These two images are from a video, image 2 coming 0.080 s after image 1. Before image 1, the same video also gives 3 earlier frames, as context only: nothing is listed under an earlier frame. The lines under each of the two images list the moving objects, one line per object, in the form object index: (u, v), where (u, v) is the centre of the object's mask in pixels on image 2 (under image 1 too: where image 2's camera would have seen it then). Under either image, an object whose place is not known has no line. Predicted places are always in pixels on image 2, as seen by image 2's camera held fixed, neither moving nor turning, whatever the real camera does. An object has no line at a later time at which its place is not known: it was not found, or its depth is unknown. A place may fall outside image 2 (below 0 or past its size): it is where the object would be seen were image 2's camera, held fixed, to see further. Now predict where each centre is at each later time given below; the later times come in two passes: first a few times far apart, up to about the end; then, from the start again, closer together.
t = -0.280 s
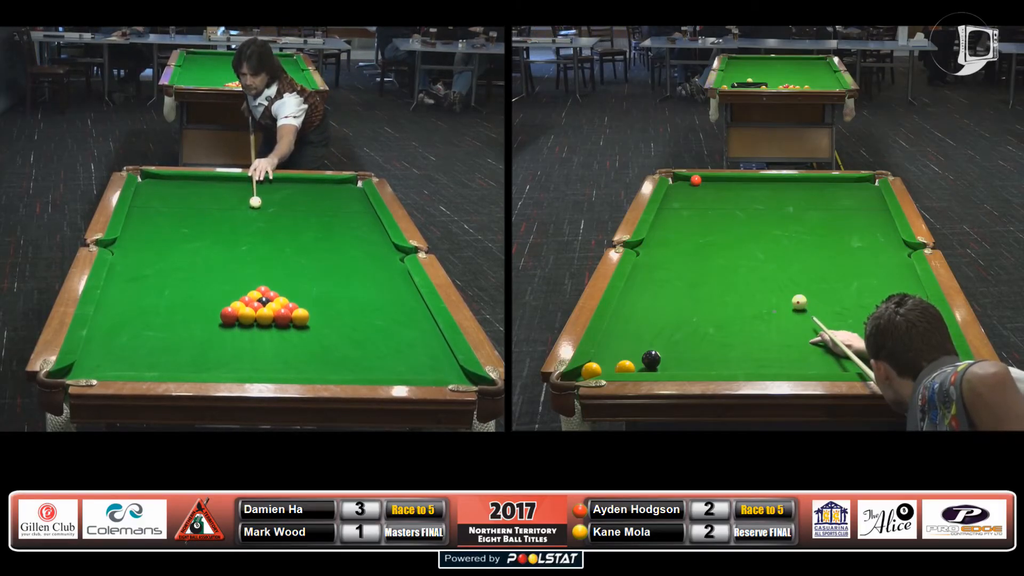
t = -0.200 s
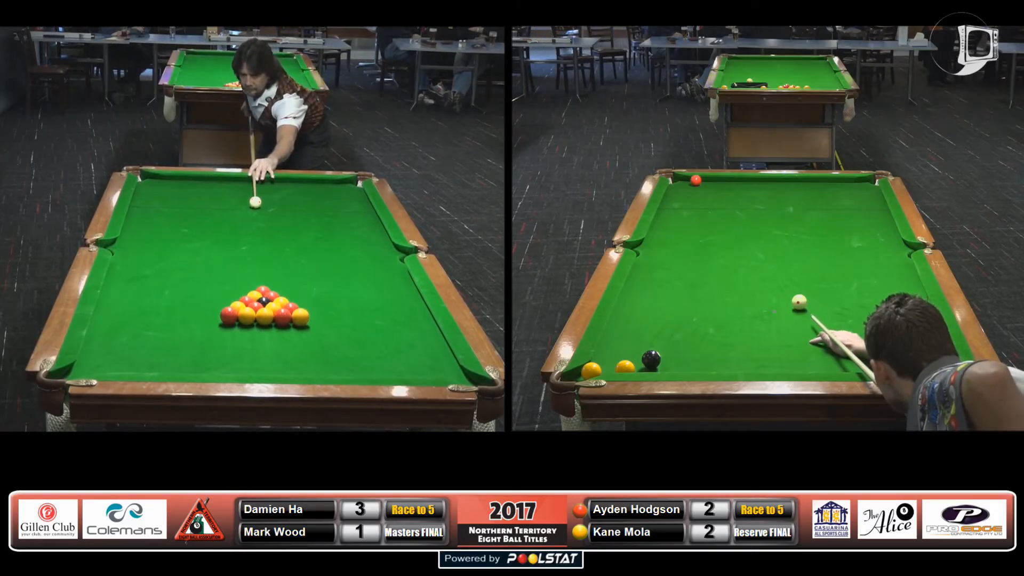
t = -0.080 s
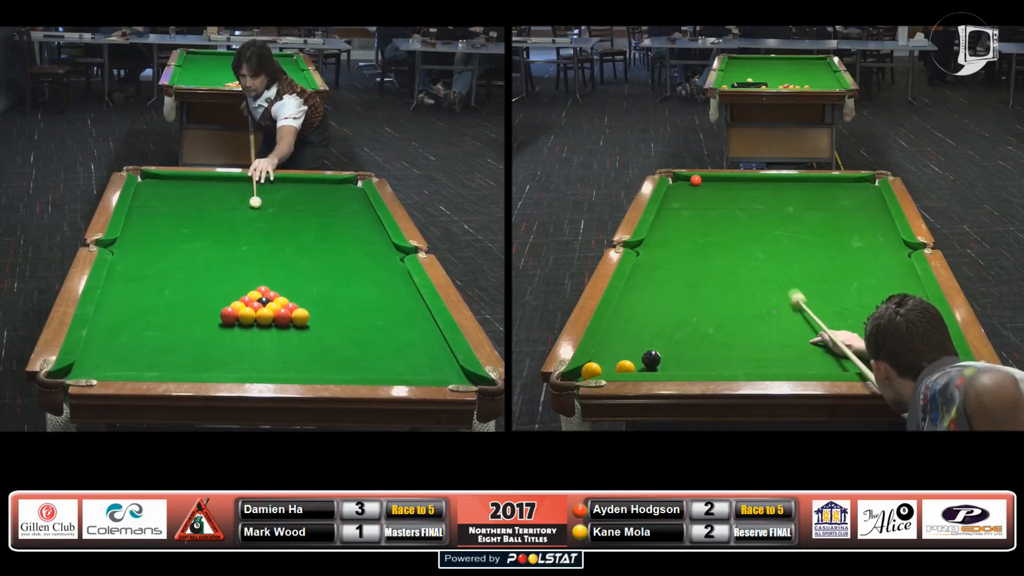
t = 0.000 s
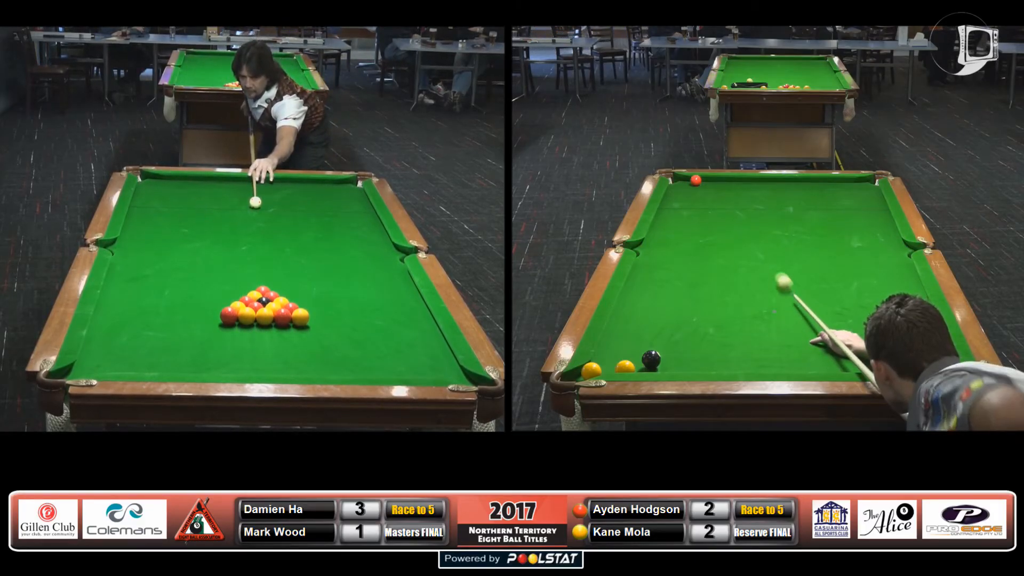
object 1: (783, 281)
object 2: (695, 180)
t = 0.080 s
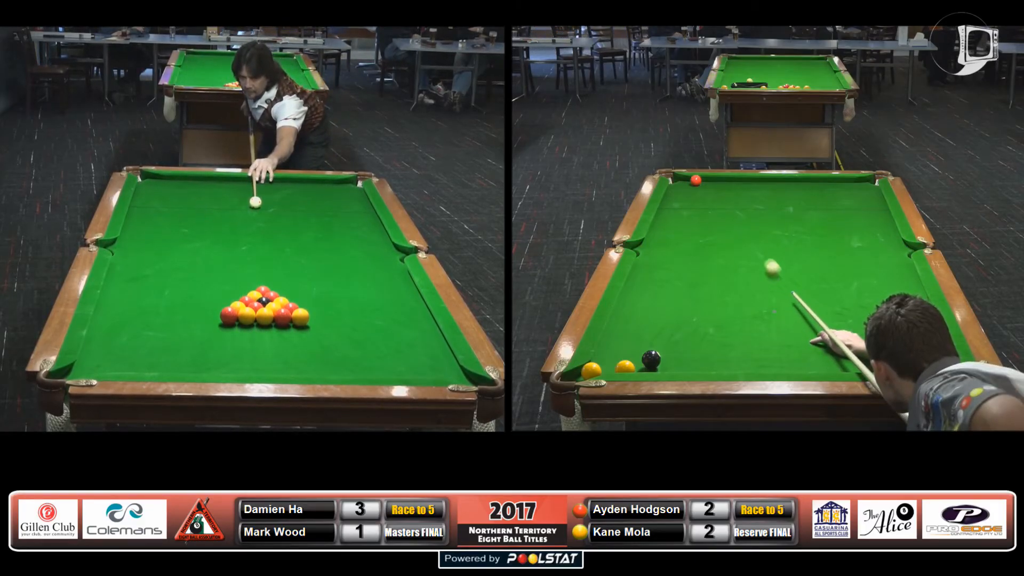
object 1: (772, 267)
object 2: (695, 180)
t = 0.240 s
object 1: (754, 244)
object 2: (695, 180)
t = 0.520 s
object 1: (728, 212)
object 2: (695, 180)
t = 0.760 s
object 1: (710, 190)
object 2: (695, 180)
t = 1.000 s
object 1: (716, 181)
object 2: (678, 178)
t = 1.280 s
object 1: (730, 187)
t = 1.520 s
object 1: (740, 193)
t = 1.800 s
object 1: (752, 199)
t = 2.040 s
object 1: (762, 205)
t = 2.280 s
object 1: (772, 210)
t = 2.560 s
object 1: (783, 216)
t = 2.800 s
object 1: (792, 220)
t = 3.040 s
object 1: (800, 225)
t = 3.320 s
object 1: (808, 229)
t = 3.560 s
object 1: (815, 233)
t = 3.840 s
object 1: (822, 237)
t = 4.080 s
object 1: (827, 239)
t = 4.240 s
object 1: (830, 241)
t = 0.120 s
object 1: (767, 260)
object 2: (695, 180)
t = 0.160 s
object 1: (763, 255)
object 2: (695, 180)
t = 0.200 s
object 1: (758, 249)
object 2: (695, 180)
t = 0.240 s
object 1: (754, 244)
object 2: (695, 180)
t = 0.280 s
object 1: (750, 239)
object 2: (695, 180)
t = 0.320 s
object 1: (746, 234)
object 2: (695, 180)
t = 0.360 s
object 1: (742, 229)
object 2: (695, 180)
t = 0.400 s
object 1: (739, 225)
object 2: (695, 180)
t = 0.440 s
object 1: (735, 220)
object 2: (695, 180)
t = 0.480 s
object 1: (732, 216)
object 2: (695, 180)
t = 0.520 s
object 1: (728, 212)
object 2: (695, 180)
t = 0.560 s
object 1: (725, 208)
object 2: (695, 180)
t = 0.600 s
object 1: (722, 204)
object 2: (695, 180)
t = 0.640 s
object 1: (719, 200)
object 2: (695, 180)
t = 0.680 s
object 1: (716, 197)
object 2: (695, 180)
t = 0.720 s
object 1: (713, 193)
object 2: (695, 180)
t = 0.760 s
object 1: (710, 190)
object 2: (695, 180)
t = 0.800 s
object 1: (708, 186)
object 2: (695, 180)
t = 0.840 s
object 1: (705, 184)
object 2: (695, 180)
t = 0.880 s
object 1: (707, 181)
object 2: (693, 180)
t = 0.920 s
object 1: (711, 179)
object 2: (687, 179)
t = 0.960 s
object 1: (714, 179)
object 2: (682, 178)
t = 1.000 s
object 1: (716, 181)
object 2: (678, 178)
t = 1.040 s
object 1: (718, 182)
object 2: (674, 178)
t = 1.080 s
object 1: (720, 183)
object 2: (671, 178)
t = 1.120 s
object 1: (722, 184)
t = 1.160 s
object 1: (724, 185)
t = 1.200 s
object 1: (726, 186)
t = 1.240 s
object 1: (728, 187)
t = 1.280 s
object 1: (730, 187)
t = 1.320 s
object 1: (731, 188)
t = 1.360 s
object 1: (733, 189)
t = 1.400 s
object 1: (735, 190)
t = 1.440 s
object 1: (737, 191)
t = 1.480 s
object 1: (738, 192)
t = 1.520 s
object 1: (740, 193)
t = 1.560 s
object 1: (742, 194)
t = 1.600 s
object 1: (744, 195)
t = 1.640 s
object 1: (746, 196)
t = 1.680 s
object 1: (747, 197)
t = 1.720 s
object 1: (749, 198)
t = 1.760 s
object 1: (751, 198)
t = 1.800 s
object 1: (752, 199)
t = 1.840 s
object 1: (754, 200)
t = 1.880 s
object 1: (756, 201)
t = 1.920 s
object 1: (757, 202)
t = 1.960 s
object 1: (759, 203)
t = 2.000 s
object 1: (761, 204)
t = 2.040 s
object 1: (762, 205)
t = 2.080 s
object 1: (764, 206)
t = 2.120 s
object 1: (766, 206)
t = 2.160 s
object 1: (767, 207)
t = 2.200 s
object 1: (769, 208)
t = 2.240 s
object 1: (771, 209)
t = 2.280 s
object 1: (772, 210)
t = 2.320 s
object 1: (774, 211)
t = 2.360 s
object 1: (775, 212)
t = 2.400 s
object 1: (777, 212)
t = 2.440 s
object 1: (778, 213)
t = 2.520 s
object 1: (782, 215)
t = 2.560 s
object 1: (783, 216)
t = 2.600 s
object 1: (785, 216)
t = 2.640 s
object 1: (786, 217)
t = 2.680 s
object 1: (788, 218)
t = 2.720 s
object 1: (789, 219)
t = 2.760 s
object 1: (791, 220)
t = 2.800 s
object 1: (792, 220)
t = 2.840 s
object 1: (793, 221)
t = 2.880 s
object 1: (795, 222)
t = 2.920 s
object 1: (796, 223)
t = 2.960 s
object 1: (797, 223)
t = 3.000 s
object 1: (799, 224)
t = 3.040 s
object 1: (800, 225)
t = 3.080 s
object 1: (801, 225)
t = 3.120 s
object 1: (802, 226)
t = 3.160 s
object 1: (804, 227)
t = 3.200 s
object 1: (805, 227)
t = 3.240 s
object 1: (806, 228)
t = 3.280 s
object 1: (807, 229)
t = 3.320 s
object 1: (808, 229)
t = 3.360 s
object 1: (810, 230)
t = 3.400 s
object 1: (811, 231)
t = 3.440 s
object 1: (812, 231)
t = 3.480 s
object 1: (813, 232)
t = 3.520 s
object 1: (814, 232)
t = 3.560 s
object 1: (815, 233)
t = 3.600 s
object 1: (816, 233)
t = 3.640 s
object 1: (817, 234)
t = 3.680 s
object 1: (818, 234)
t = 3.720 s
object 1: (819, 235)
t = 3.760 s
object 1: (820, 236)
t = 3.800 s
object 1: (821, 236)
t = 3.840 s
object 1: (822, 237)
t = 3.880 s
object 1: (823, 237)
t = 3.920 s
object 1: (824, 238)
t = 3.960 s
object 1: (825, 238)
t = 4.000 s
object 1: (826, 239)
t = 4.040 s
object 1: (826, 239)
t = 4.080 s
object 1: (827, 239)
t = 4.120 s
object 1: (828, 240)
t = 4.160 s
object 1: (829, 240)
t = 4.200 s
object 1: (829, 240)
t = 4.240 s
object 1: (830, 241)
